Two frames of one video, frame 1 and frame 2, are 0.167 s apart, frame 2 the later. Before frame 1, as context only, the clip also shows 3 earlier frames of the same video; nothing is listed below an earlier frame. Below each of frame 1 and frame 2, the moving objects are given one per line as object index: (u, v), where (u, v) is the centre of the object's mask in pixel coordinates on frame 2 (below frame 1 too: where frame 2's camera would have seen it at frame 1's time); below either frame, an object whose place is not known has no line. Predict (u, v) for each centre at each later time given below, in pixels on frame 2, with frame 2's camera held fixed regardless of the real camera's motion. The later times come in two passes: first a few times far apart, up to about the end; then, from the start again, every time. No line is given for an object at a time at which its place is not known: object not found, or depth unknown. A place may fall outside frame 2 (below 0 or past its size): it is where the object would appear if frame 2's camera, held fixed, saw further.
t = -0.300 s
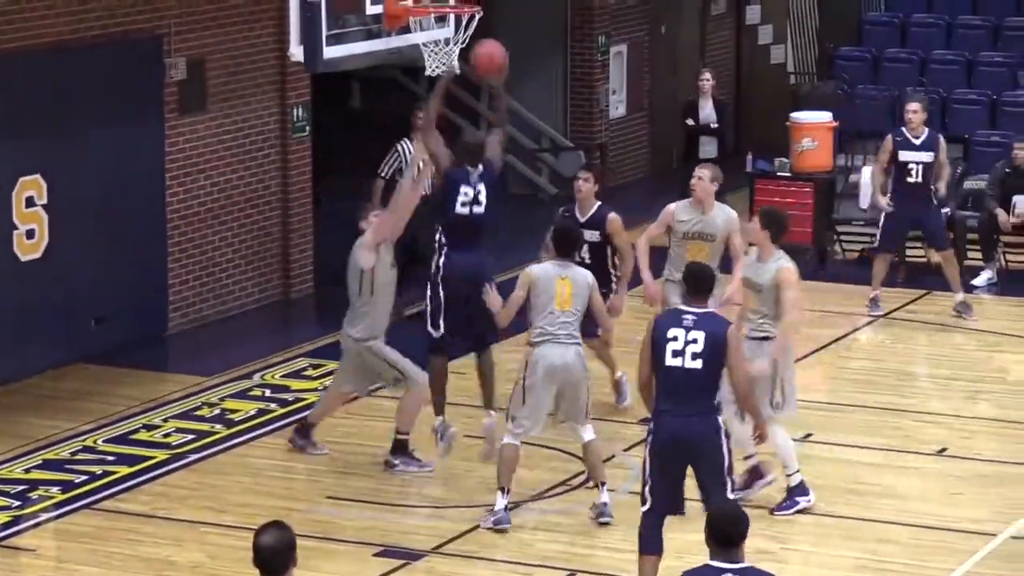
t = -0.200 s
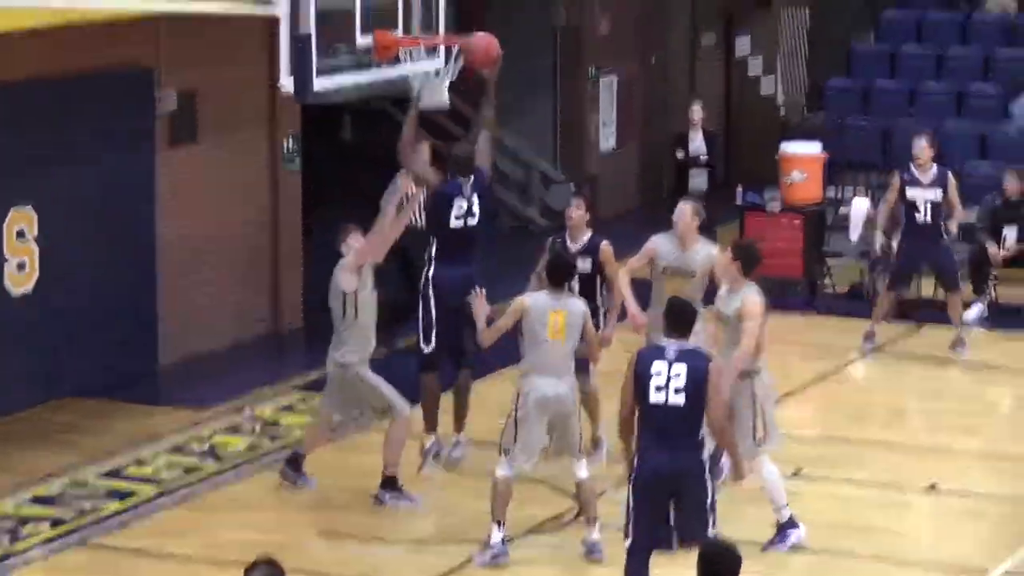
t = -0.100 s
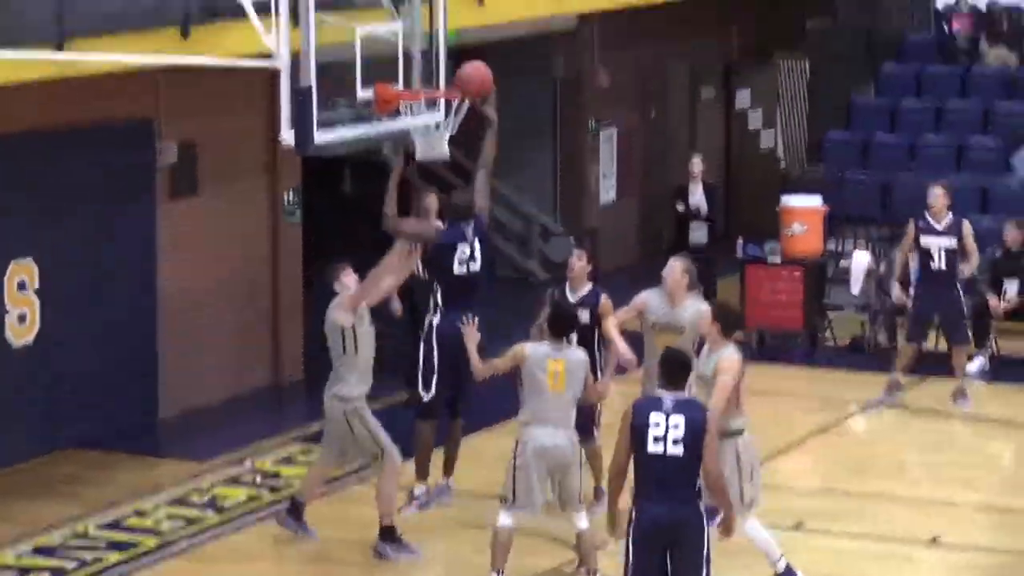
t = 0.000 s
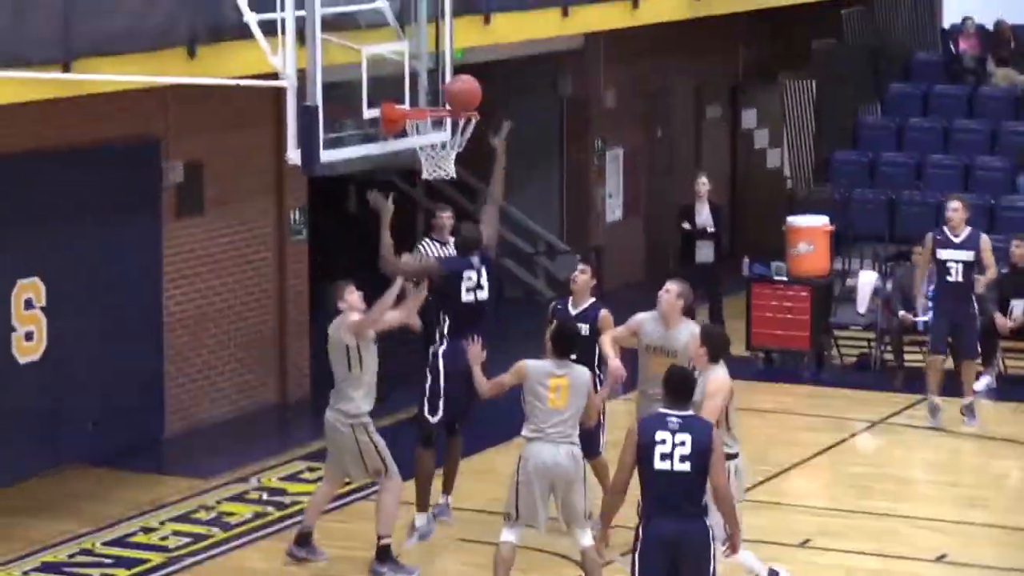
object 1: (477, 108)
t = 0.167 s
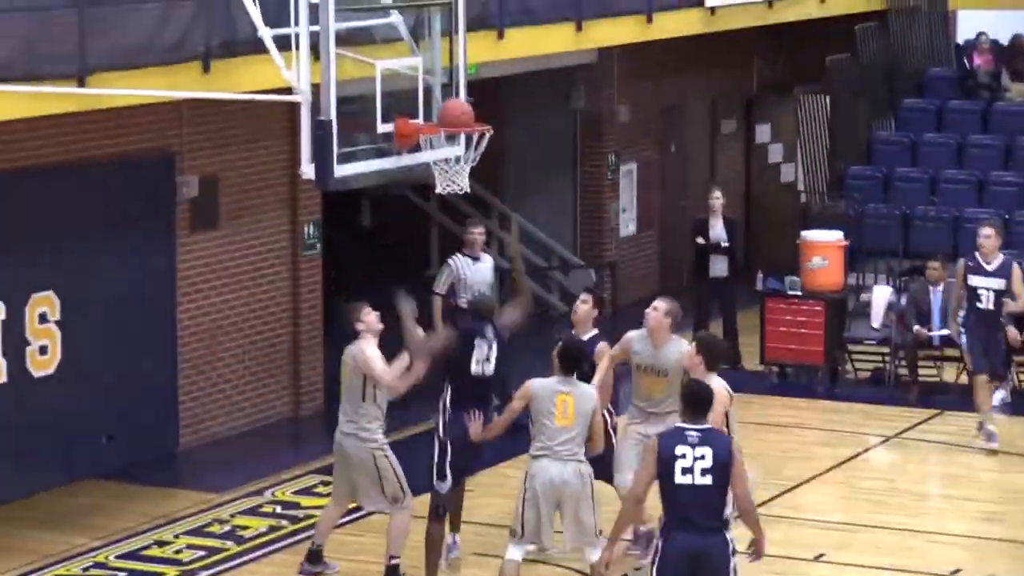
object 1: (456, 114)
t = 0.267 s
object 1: (445, 140)
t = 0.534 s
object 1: (441, 199)
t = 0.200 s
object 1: (451, 121)
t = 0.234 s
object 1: (450, 127)
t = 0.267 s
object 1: (445, 140)
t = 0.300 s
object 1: (443, 149)
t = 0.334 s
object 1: (440, 154)
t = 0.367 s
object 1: (440, 164)
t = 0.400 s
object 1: (440, 171)
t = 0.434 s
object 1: (441, 176)
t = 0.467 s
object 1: (441, 187)
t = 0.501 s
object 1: (440, 193)
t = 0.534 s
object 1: (441, 199)
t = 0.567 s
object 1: (443, 206)
